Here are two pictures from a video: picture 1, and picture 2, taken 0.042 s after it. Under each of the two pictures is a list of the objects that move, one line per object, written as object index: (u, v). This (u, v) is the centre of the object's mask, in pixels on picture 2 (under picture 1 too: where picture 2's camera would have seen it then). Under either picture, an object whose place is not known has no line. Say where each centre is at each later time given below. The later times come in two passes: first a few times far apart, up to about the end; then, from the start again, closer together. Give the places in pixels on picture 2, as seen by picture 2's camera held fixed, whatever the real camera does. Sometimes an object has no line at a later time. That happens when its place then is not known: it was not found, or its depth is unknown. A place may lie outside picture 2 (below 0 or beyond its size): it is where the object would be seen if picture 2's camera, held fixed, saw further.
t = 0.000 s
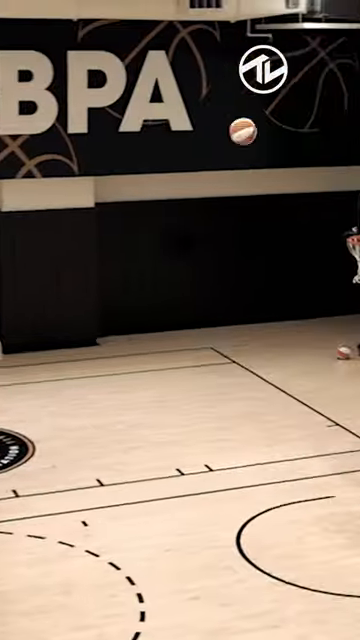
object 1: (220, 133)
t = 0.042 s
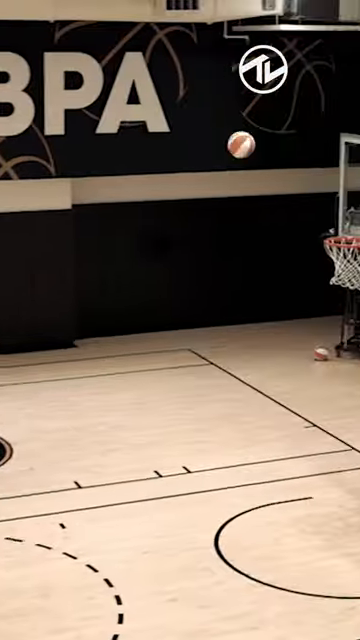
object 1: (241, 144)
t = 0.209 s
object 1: (321, 206)
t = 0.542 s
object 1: (359, 322)
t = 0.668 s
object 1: (352, 376)
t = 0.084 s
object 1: (261, 157)
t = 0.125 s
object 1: (282, 172)
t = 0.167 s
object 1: (302, 188)
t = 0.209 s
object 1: (321, 206)
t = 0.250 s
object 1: (339, 224)
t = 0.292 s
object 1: (358, 244)
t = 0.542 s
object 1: (359, 322)
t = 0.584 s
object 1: (356, 339)
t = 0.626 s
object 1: (354, 357)
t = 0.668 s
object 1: (352, 376)
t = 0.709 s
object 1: (350, 397)
